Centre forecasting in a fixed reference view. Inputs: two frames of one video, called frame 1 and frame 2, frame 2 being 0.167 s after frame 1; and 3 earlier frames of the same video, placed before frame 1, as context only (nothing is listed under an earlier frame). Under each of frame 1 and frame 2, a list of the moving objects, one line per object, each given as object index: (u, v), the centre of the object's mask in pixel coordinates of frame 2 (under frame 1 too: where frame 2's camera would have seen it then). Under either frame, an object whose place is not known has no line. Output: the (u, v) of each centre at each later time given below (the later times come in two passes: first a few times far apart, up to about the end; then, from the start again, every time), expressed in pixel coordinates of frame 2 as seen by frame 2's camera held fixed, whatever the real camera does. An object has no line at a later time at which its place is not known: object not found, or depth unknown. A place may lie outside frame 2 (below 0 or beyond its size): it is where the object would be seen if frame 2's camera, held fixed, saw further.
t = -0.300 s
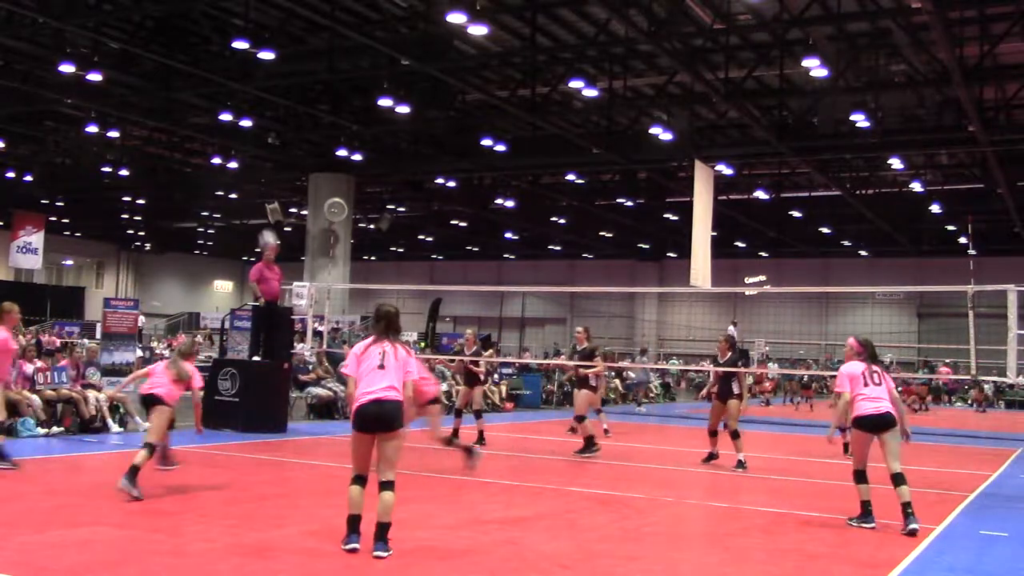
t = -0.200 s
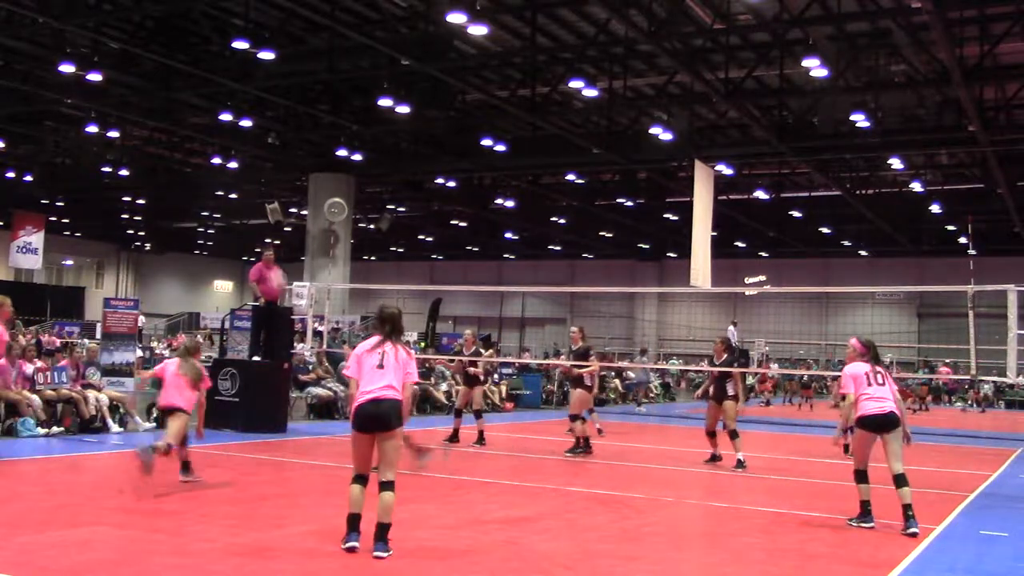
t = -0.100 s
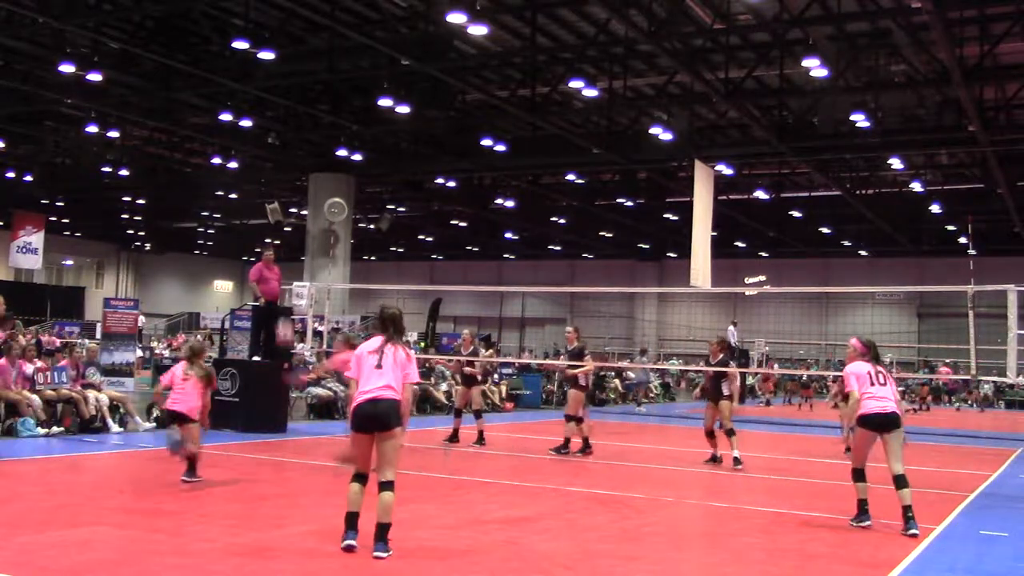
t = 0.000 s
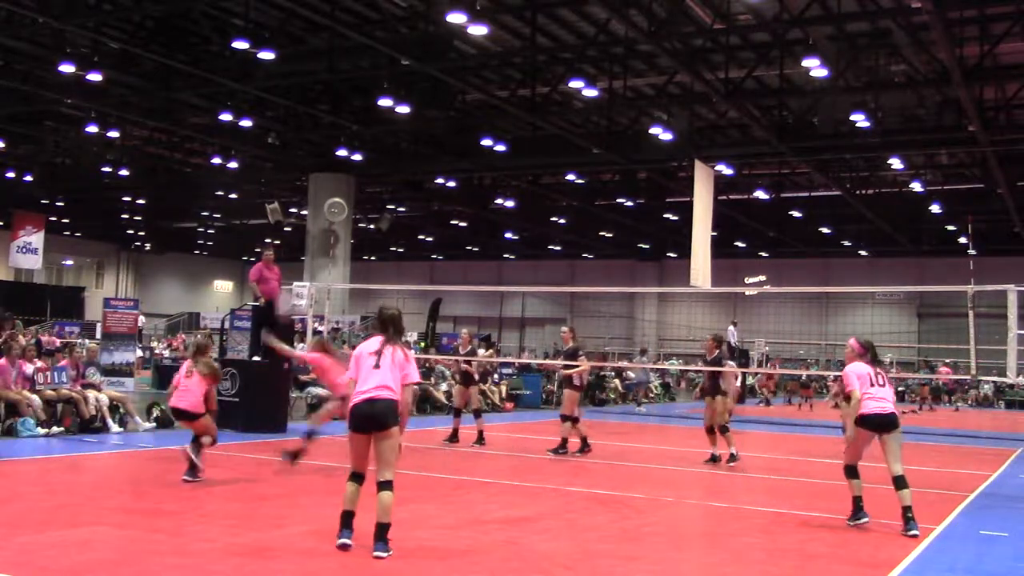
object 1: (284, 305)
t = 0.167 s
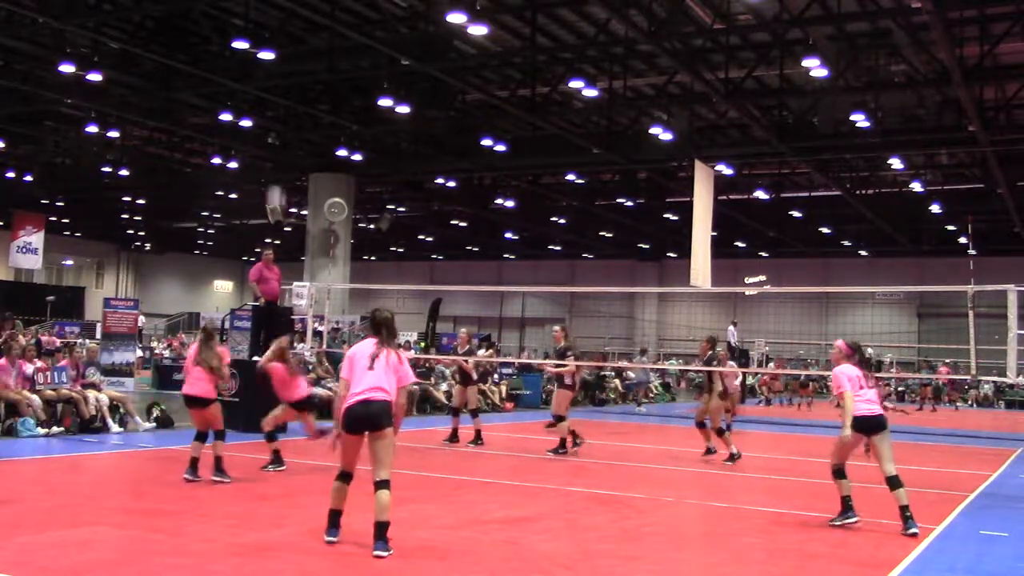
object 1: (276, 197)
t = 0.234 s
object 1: (272, 166)
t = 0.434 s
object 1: (263, 91)
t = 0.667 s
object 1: (252, 49)
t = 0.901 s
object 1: (240, 54)
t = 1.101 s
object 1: (229, 89)
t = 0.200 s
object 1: (274, 182)
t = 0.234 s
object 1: (272, 166)
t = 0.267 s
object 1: (271, 151)
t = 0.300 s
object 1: (270, 137)
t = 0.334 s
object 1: (269, 126)
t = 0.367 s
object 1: (266, 112)
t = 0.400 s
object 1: (265, 101)
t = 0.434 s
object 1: (263, 91)
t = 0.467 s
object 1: (262, 83)
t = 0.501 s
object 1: (260, 75)
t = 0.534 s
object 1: (259, 68)
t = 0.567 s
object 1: (257, 63)
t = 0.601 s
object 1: (255, 57)
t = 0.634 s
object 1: (254, 53)
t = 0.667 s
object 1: (252, 49)
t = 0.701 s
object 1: (251, 47)
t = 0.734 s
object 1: (250, 46)
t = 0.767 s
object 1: (249, 46)
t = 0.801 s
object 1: (247, 46)
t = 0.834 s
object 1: (245, 48)
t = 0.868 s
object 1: (243, 50)
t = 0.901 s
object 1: (240, 54)
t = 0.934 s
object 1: (239, 57)
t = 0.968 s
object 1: (237, 61)
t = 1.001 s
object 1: (235, 67)
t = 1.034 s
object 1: (233, 74)
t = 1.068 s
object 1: (231, 80)
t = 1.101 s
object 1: (229, 89)
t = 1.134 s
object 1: (227, 97)
